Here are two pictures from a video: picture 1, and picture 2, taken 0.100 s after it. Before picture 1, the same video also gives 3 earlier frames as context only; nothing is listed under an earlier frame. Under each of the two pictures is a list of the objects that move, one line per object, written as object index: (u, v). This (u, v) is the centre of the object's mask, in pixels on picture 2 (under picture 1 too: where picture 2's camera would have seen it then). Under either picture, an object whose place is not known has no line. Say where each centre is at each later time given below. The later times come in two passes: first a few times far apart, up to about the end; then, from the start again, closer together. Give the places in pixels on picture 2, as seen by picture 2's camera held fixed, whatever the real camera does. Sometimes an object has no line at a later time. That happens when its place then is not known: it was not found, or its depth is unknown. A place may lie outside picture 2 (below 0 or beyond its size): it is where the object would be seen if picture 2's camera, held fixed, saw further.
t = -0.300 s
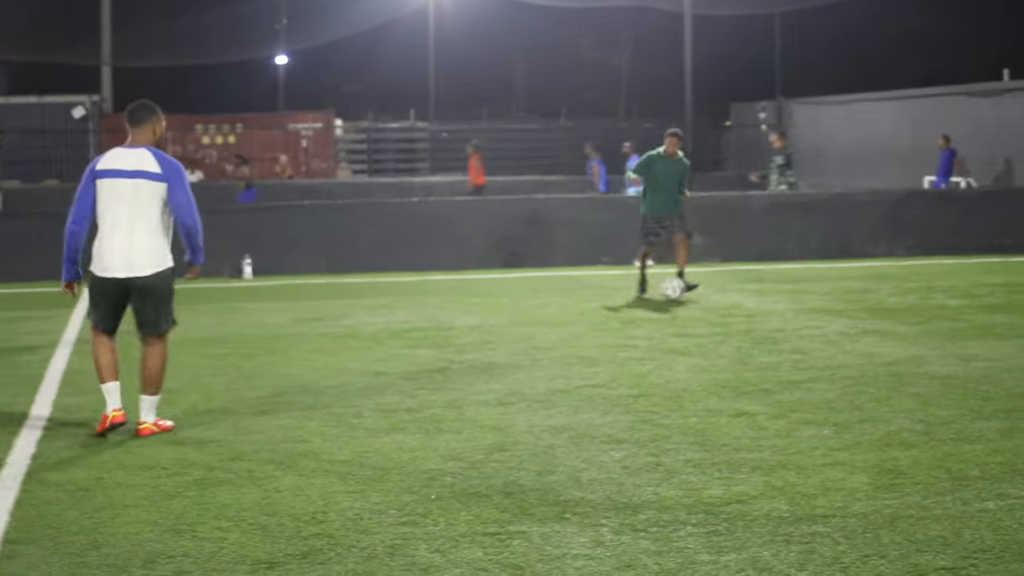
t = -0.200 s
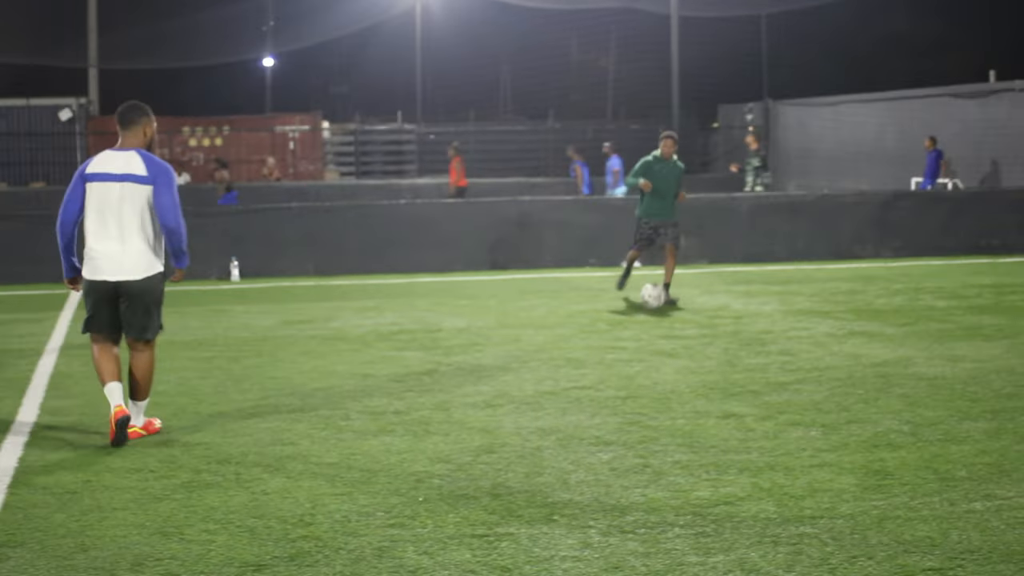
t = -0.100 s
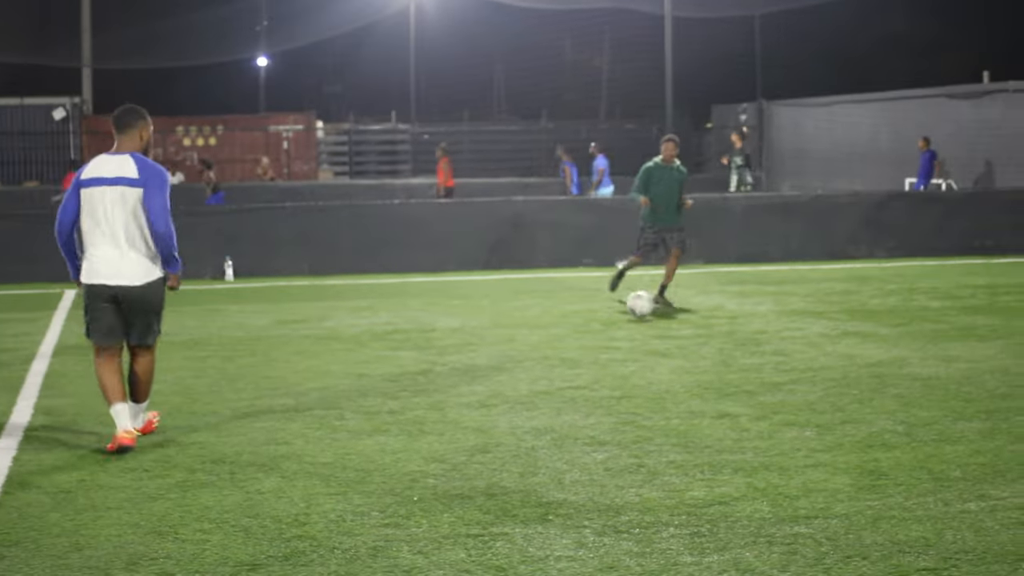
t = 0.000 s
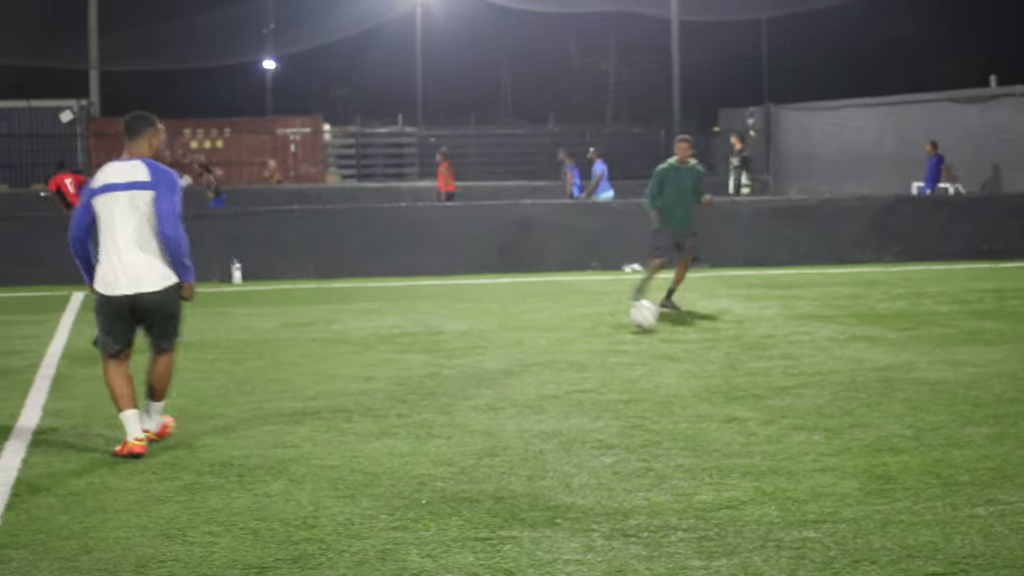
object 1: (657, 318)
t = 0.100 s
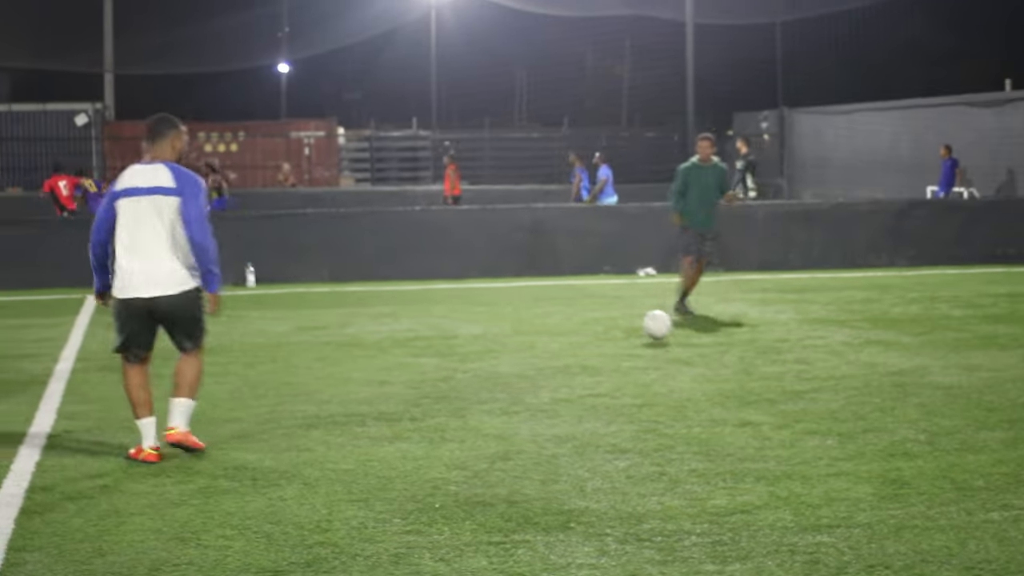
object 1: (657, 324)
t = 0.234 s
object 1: (659, 335)
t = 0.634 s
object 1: (666, 361)
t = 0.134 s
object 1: (658, 326)
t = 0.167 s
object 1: (658, 331)
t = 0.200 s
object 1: (658, 334)
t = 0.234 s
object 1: (659, 335)
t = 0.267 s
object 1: (659, 334)
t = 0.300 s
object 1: (660, 336)
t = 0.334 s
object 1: (660, 340)
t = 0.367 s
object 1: (660, 345)
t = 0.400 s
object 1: (661, 345)
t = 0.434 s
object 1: (662, 345)
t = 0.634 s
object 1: (666, 361)
